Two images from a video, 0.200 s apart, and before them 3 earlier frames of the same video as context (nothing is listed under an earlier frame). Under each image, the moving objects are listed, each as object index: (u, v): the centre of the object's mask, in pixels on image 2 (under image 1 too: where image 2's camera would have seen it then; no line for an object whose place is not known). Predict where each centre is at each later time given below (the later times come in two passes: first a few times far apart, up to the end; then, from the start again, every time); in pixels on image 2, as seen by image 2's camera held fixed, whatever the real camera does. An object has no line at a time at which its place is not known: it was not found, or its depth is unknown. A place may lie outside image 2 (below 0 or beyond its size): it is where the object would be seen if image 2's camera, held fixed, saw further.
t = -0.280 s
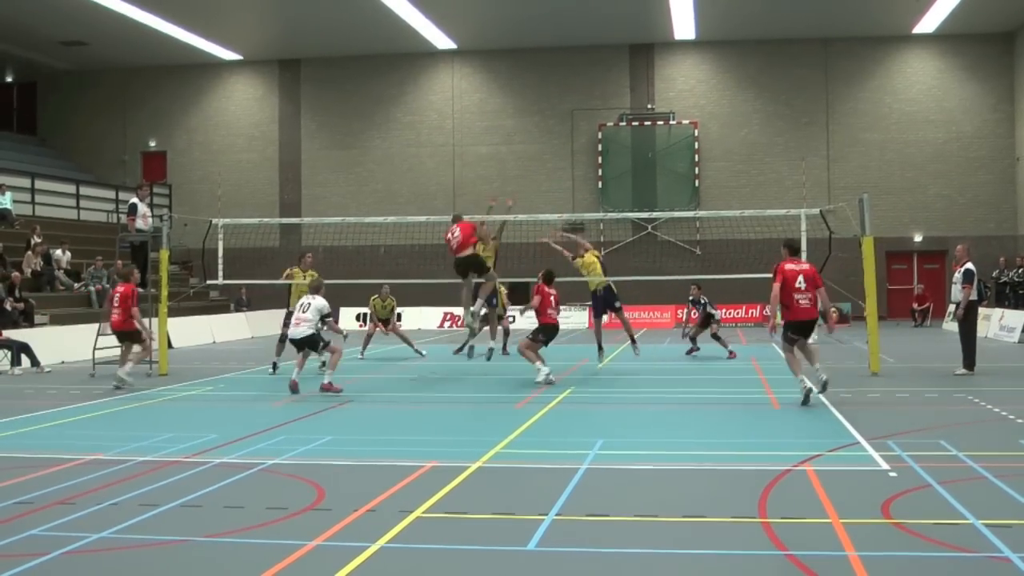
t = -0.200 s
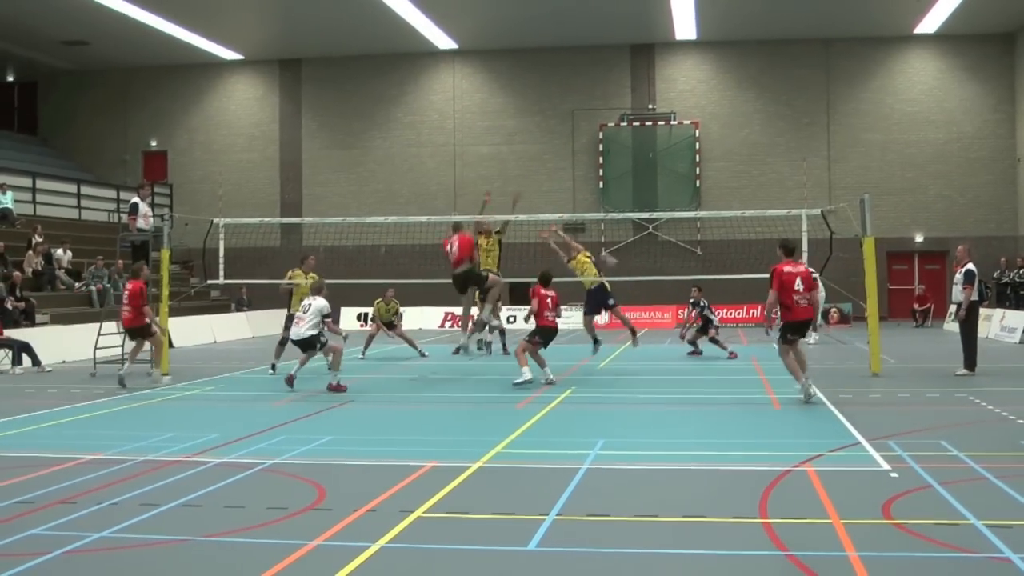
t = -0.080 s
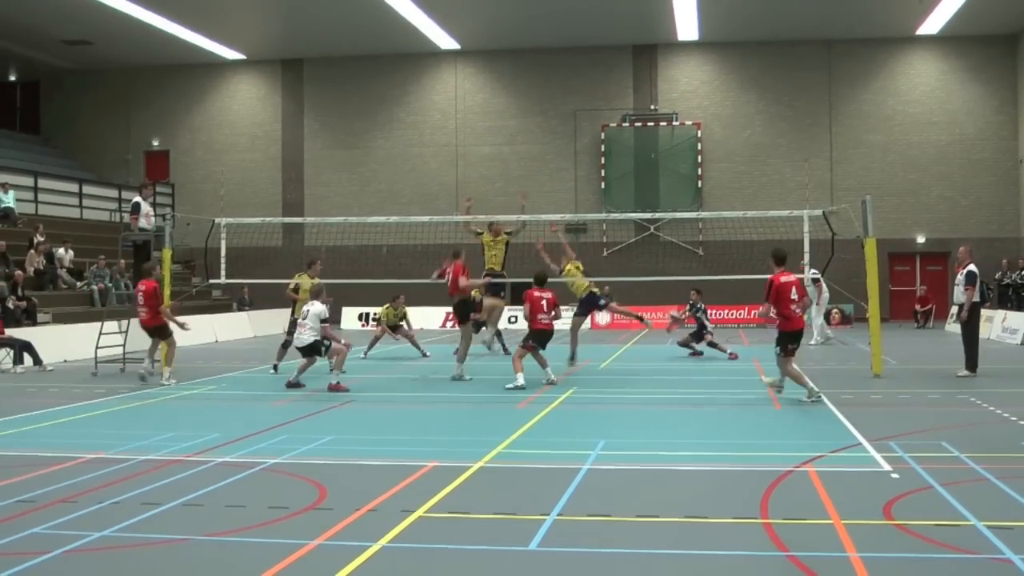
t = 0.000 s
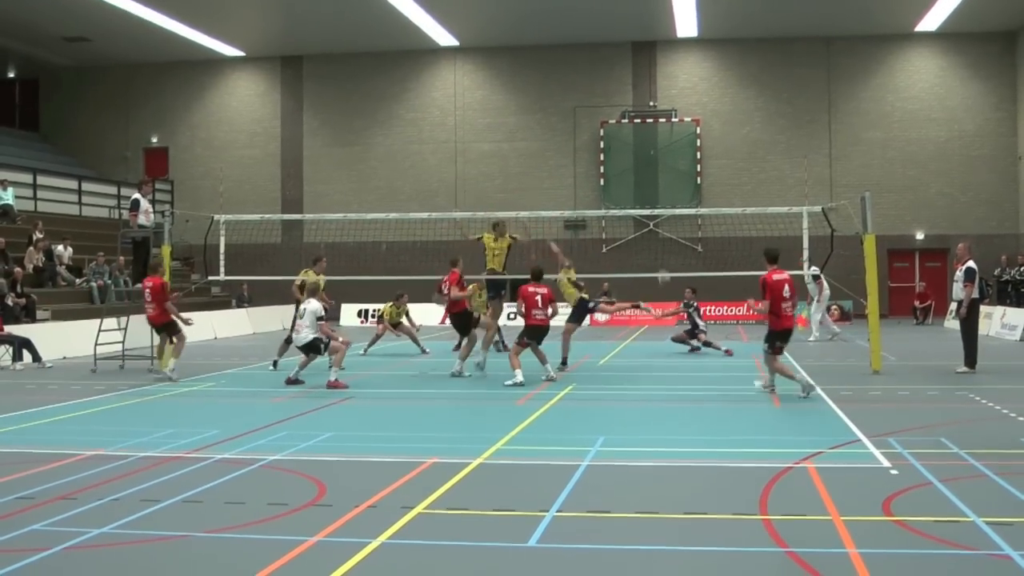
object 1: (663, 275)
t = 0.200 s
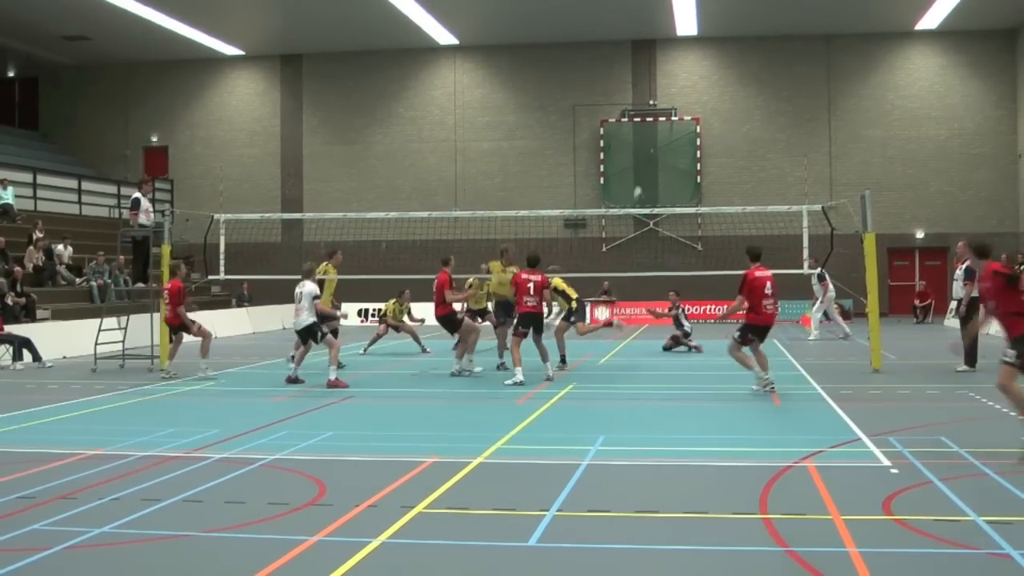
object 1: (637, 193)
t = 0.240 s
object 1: (632, 178)
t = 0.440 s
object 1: (607, 115)
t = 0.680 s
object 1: (578, 61)
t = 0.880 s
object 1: (553, 40)
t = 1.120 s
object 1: (518, 45)
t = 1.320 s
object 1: (488, 84)
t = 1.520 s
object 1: (452, 162)
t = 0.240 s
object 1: (632, 178)
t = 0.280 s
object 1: (628, 164)
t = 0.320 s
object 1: (622, 150)
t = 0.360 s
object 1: (617, 138)
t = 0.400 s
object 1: (612, 126)
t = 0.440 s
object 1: (607, 115)
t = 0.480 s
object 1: (602, 103)
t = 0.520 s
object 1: (597, 93)
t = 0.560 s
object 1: (593, 85)
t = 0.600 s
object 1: (587, 75)
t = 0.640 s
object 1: (582, 69)
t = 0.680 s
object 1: (578, 61)
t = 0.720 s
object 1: (573, 55)
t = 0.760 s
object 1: (568, 50)
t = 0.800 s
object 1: (562, 46)
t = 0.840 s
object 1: (558, 42)
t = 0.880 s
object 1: (553, 40)
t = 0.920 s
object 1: (547, 38)
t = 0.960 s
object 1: (541, 37)
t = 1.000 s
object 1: (537, 38)
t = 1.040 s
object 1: (531, 39)
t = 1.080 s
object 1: (526, 41)
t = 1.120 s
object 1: (518, 45)
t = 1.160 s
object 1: (514, 51)
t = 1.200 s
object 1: (508, 57)
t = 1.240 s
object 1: (502, 64)
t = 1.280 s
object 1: (495, 73)
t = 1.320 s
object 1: (488, 84)
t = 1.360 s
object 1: (482, 97)
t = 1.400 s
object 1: (475, 110)
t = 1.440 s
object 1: (469, 126)
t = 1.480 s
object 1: (460, 143)
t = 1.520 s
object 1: (452, 162)
